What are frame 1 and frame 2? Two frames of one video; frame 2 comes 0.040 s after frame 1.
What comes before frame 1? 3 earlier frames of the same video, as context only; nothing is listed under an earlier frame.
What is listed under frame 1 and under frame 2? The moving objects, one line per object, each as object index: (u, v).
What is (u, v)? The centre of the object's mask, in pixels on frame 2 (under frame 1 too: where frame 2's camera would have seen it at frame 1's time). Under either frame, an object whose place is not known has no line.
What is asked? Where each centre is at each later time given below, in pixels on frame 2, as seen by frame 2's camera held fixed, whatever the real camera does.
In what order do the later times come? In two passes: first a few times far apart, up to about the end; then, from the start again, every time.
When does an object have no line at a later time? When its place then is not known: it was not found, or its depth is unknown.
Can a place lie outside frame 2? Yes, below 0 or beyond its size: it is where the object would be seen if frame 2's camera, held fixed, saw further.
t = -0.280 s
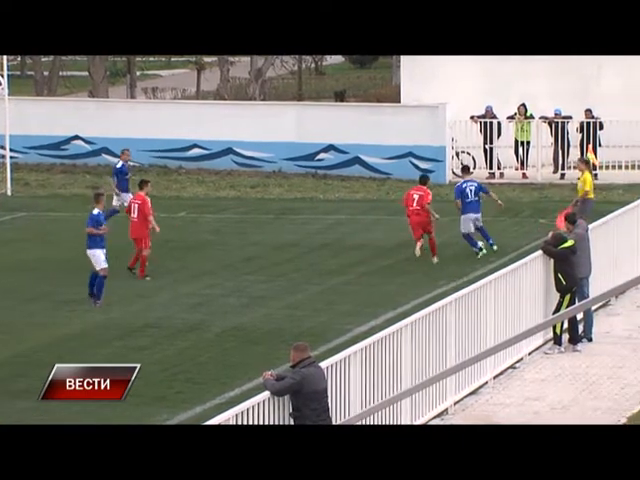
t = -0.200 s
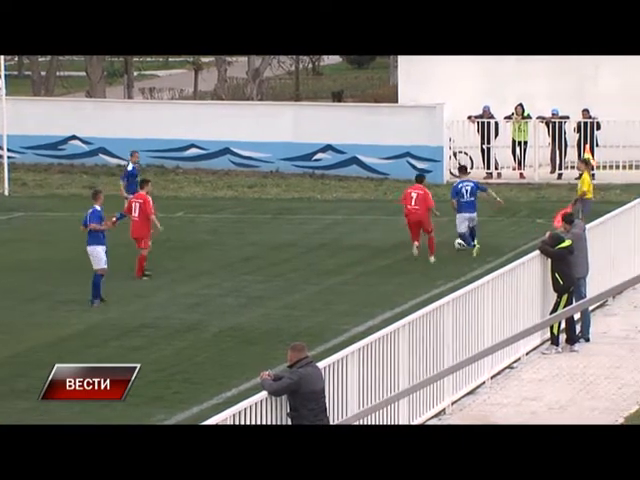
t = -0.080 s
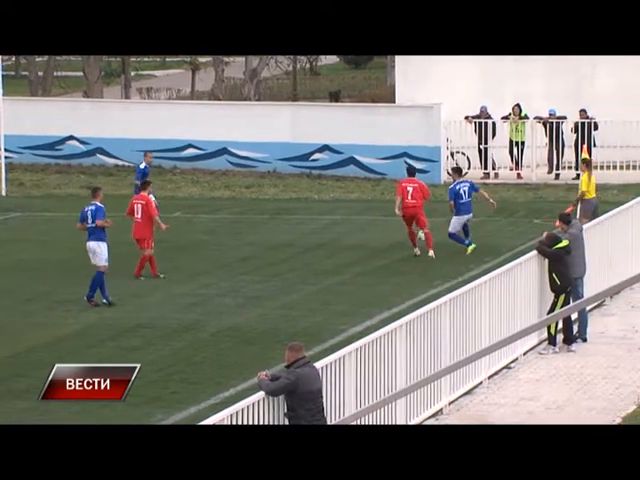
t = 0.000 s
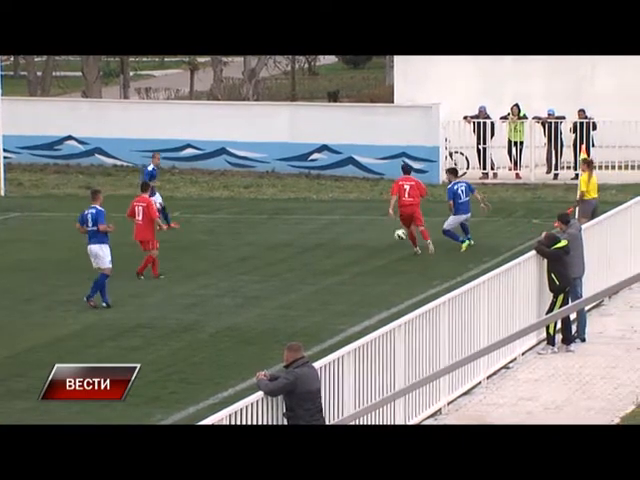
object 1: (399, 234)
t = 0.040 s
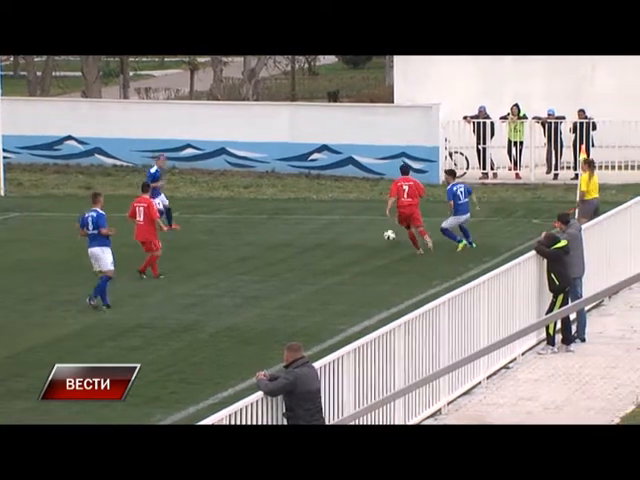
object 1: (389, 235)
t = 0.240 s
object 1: (341, 234)
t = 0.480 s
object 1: (290, 231)
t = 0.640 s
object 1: (258, 229)
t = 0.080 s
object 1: (378, 237)
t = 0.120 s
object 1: (369, 237)
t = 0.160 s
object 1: (359, 235)
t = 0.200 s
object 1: (350, 234)
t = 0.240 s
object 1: (341, 234)
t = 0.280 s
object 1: (332, 234)
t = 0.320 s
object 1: (324, 234)
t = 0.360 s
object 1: (315, 233)
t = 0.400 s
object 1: (306, 232)
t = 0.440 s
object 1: (298, 230)
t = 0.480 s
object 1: (290, 231)
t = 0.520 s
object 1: (282, 231)
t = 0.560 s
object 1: (273, 229)
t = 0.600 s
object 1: (266, 229)
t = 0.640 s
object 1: (258, 229)
